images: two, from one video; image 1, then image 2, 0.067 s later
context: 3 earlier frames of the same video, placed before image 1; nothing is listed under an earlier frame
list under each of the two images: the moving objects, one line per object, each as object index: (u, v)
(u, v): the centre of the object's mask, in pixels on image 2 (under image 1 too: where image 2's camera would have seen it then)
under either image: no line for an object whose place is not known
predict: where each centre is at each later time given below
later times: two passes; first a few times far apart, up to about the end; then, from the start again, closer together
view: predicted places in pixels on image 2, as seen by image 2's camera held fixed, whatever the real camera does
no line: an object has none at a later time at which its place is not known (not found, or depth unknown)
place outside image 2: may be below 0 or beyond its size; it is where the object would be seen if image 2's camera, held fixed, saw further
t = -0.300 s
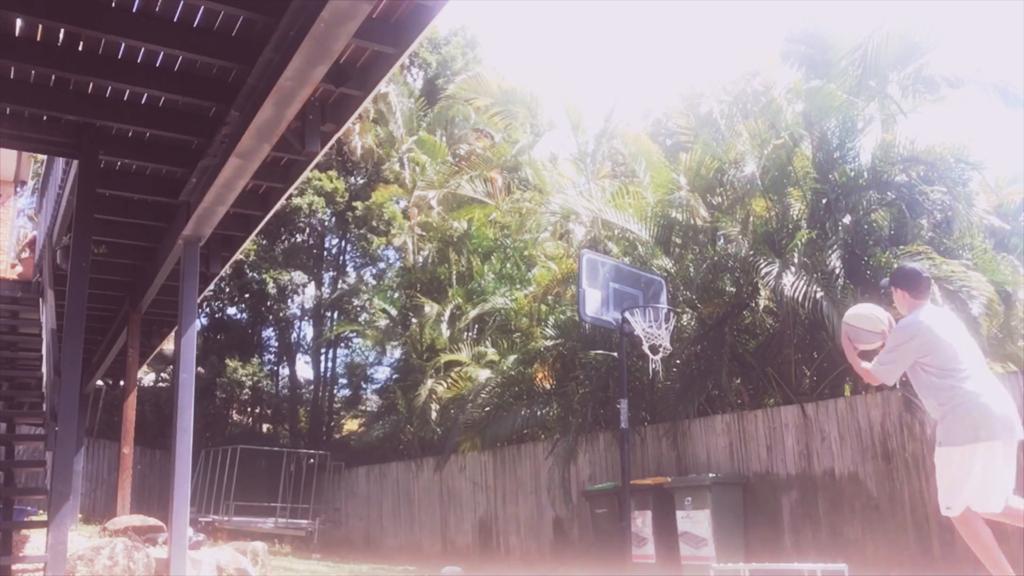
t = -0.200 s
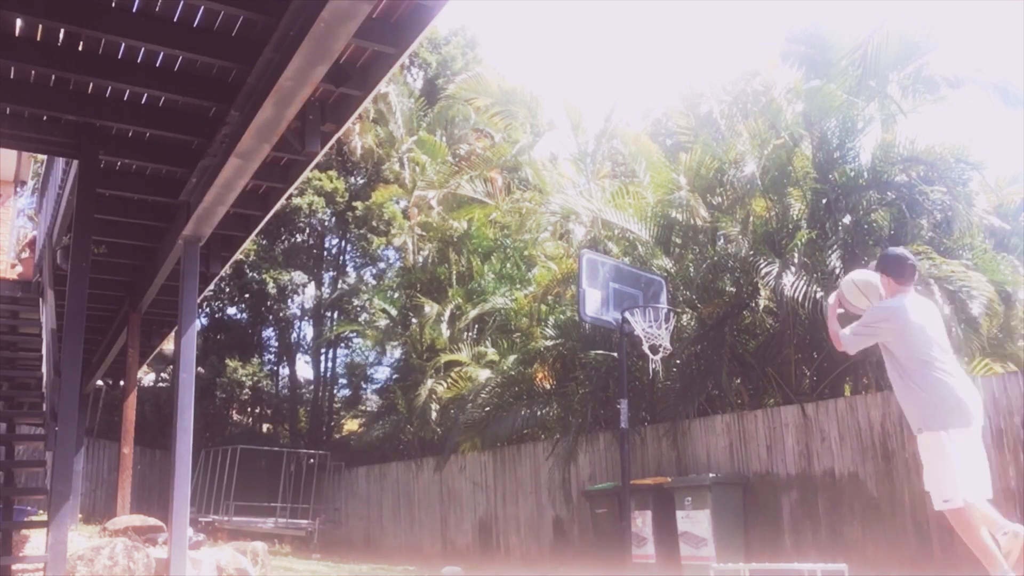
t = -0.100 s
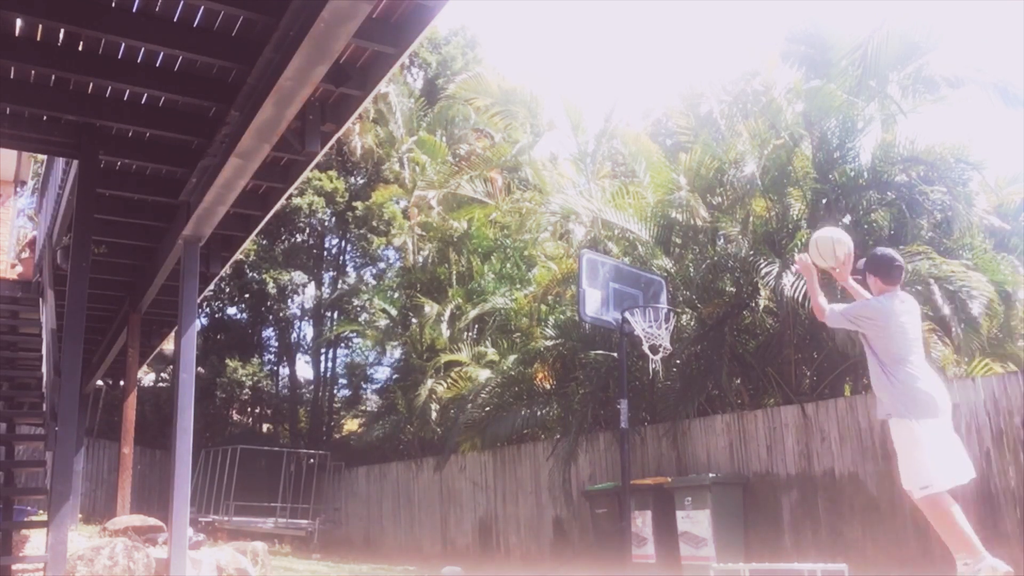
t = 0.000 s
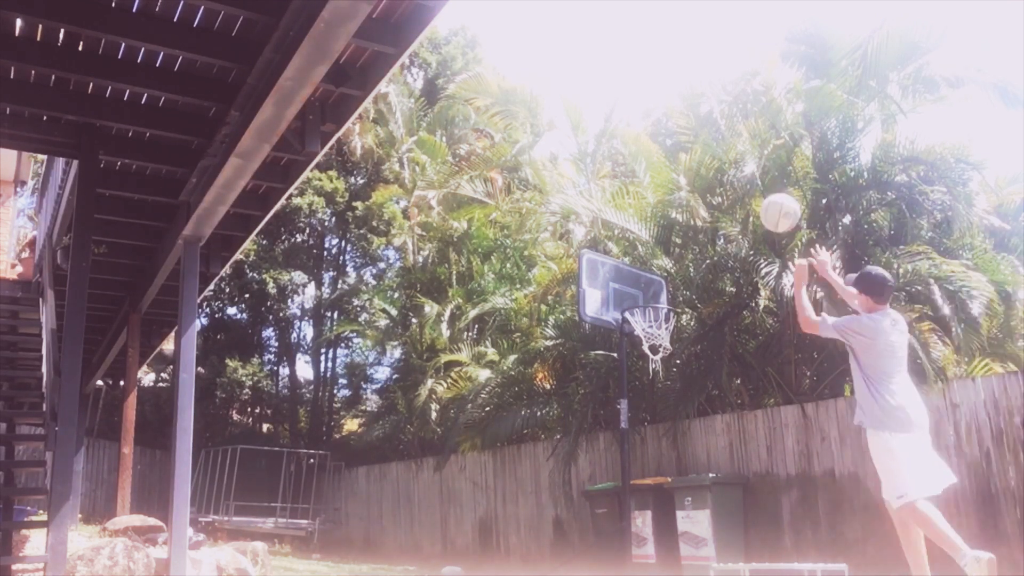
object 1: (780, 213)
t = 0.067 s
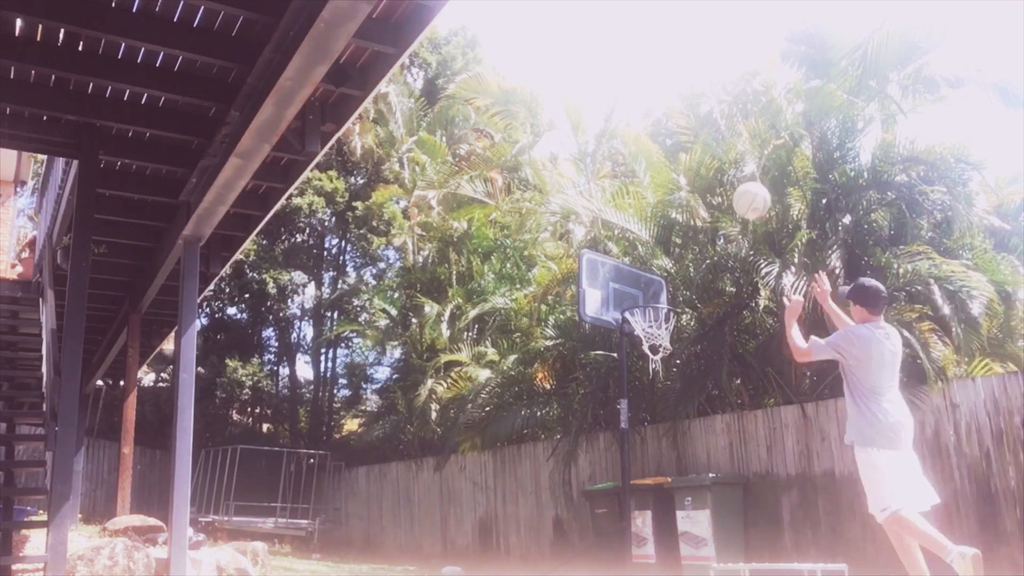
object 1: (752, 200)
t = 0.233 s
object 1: (696, 198)
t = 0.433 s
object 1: (650, 234)
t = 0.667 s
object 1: (644, 296)
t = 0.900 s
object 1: (668, 348)
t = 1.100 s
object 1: (658, 385)
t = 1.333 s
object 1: (651, 493)
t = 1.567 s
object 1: (639, 517)
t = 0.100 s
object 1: (739, 197)
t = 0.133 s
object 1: (727, 195)
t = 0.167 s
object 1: (716, 195)
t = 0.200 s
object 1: (706, 195)
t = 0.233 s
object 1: (696, 198)
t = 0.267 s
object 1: (687, 201)
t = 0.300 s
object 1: (679, 206)
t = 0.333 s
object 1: (671, 212)
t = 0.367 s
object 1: (663, 219)
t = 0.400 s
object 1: (656, 226)
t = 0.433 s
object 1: (650, 234)
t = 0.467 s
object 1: (643, 244)
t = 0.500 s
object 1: (637, 254)
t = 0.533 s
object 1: (632, 266)
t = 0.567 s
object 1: (626, 278)
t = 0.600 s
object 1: (631, 284)
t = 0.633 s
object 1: (638, 290)
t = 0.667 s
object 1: (644, 296)
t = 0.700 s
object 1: (651, 307)
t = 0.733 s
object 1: (658, 318)
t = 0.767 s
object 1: (665, 329)
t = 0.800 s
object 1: (670, 339)
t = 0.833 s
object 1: (672, 343)
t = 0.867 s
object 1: (670, 345)
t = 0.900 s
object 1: (668, 348)
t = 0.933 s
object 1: (667, 350)
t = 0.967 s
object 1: (665, 354)
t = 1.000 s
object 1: (663, 360)
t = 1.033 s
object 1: (661, 367)
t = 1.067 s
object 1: (659, 376)
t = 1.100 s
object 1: (658, 385)
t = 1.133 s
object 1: (656, 396)
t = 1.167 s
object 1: (655, 409)
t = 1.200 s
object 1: (654, 423)
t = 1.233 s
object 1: (653, 438)
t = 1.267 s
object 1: (652, 455)
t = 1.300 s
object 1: (652, 473)
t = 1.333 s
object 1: (651, 493)
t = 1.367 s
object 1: (650, 515)
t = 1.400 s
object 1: (651, 538)
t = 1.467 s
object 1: (649, 568)
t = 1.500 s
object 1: (646, 554)
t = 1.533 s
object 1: (642, 535)
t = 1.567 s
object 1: (639, 517)
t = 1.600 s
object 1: (635, 501)
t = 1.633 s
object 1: (632, 486)
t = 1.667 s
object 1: (629, 473)
